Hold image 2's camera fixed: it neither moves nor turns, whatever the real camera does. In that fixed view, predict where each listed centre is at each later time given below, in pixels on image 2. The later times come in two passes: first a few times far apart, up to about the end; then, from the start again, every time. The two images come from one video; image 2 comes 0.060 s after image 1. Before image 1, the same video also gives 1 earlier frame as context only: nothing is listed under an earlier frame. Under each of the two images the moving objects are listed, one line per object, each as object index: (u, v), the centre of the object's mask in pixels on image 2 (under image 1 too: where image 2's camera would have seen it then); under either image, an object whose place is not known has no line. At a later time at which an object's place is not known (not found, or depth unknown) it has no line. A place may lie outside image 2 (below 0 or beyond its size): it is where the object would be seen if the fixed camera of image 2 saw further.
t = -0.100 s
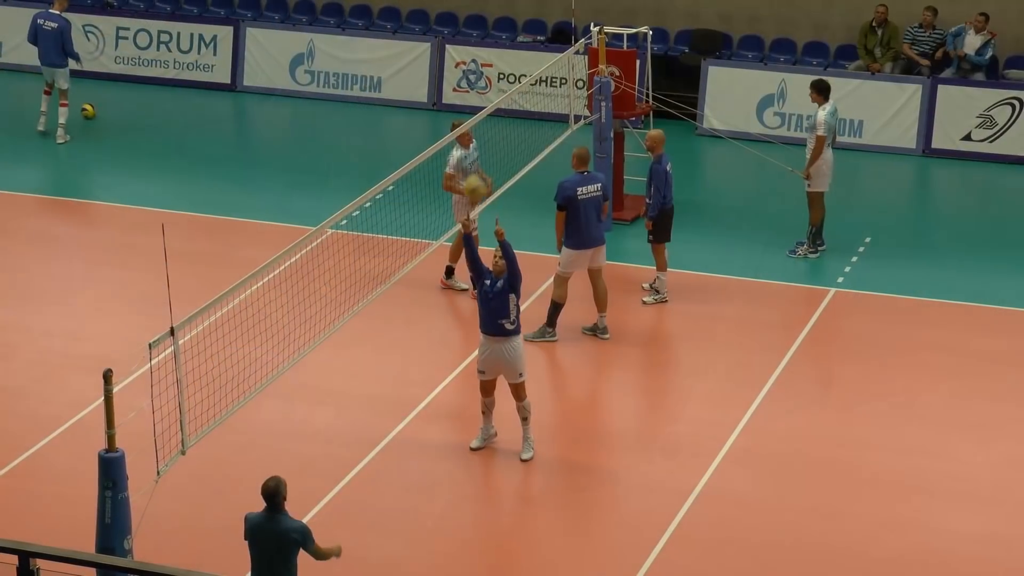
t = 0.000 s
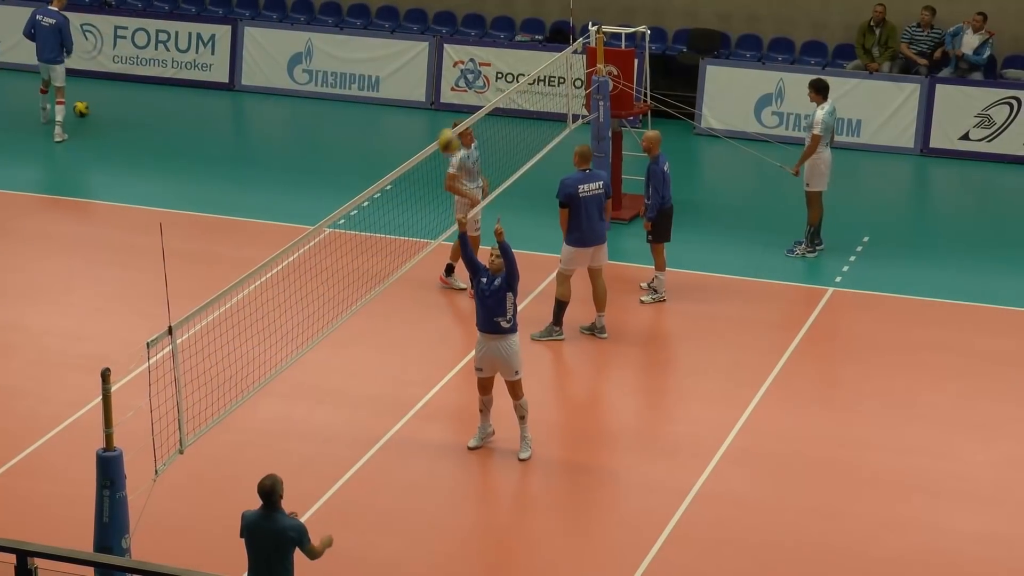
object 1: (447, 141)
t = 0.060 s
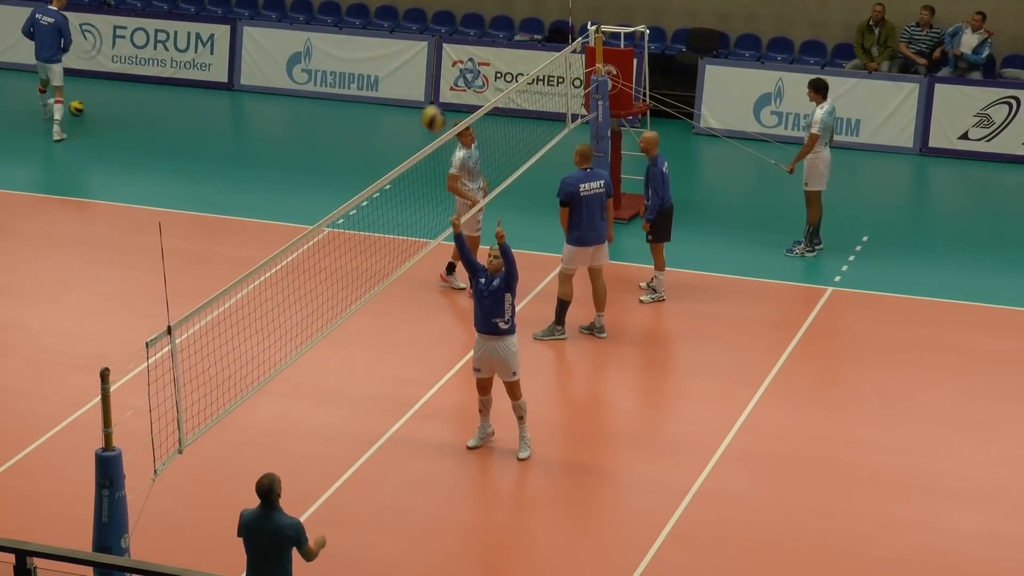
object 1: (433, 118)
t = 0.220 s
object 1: (393, 75)
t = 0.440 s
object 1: (336, 63)
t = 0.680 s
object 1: (274, 120)
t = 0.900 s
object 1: (220, 240)
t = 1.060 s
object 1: (182, 369)
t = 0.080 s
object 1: (429, 112)
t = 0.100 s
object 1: (424, 106)
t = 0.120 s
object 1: (419, 100)
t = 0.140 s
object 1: (414, 94)
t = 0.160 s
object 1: (408, 89)
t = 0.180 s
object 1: (403, 84)
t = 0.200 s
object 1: (398, 79)
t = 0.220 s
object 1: (393, 75)
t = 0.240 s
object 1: (388, 72)
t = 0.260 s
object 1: (383, 68)
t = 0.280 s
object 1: (378, 66)
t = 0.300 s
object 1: (373, 64)
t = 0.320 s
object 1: (367, 62)
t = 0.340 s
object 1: (362, 61)
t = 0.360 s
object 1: (357, 60)
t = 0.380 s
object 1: (352, 60)
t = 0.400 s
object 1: (347, 60)
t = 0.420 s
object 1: (342, 61)
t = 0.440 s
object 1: (336, 63)
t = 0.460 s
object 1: (330, 65)
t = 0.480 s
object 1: (325, 67)
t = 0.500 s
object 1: (321, 70)
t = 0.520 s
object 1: (316, 73)
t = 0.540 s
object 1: (310, 77)
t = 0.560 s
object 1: (305, 81)
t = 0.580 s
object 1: (300, 86)
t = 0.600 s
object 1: (295, 92)
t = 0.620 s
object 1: (289, 98)
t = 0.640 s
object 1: (284, 105)
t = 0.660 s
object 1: (279, 112)
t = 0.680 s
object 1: (274, 120)
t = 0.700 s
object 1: (269, 128)
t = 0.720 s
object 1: (263, 136)
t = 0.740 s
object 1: (259, 144)
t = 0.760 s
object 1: (254, 155)
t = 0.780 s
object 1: (249, 165)
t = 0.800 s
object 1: (244, 176)
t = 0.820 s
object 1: (239, 187)
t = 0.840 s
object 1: (234, 200)
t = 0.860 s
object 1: (230, 212)
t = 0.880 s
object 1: (224, 226)
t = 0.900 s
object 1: (220, 240)
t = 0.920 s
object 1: (215, 253)
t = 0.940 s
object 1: (210, 268)
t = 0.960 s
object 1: (205, 283)
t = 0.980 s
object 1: (200, 300)
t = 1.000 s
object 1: (195, 317)
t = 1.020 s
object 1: (192, 333)
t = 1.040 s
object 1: (187, 351)
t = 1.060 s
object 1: (182, 369)
